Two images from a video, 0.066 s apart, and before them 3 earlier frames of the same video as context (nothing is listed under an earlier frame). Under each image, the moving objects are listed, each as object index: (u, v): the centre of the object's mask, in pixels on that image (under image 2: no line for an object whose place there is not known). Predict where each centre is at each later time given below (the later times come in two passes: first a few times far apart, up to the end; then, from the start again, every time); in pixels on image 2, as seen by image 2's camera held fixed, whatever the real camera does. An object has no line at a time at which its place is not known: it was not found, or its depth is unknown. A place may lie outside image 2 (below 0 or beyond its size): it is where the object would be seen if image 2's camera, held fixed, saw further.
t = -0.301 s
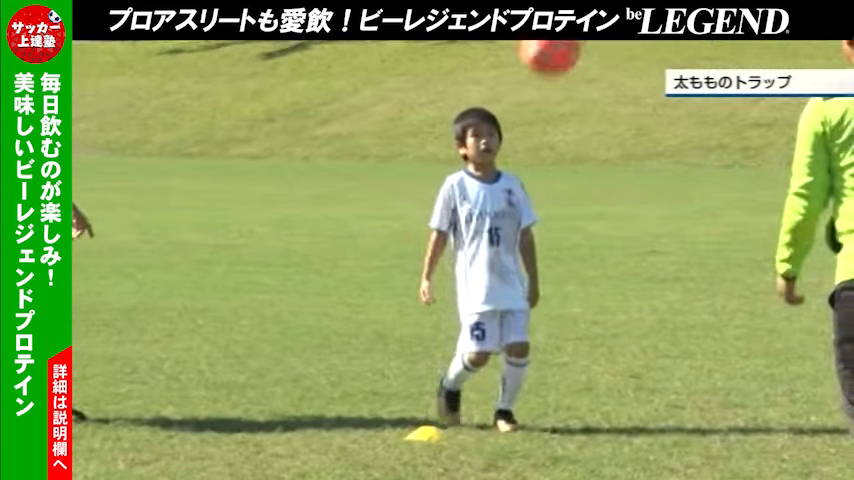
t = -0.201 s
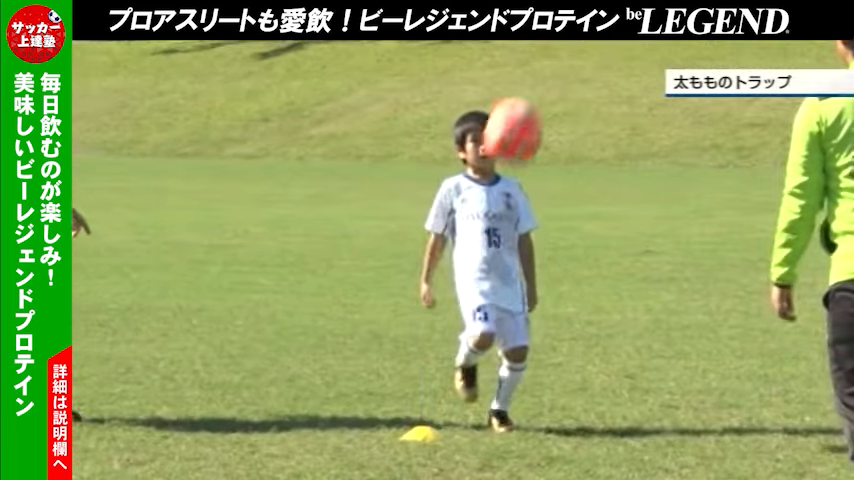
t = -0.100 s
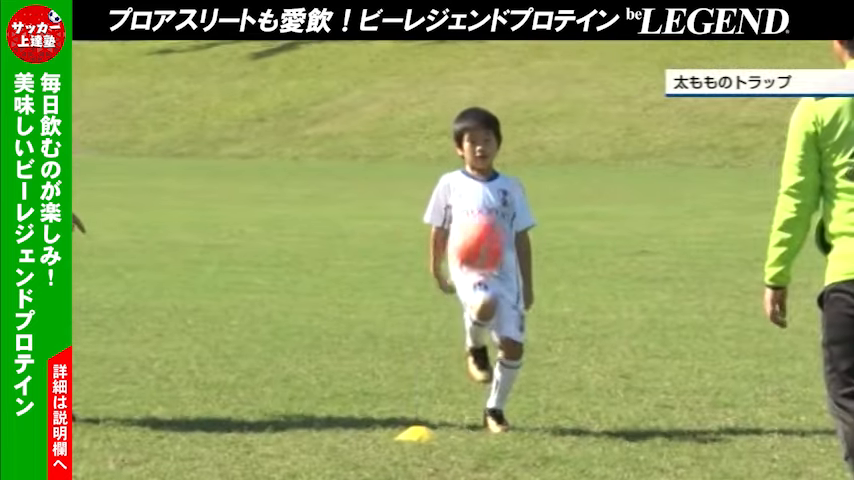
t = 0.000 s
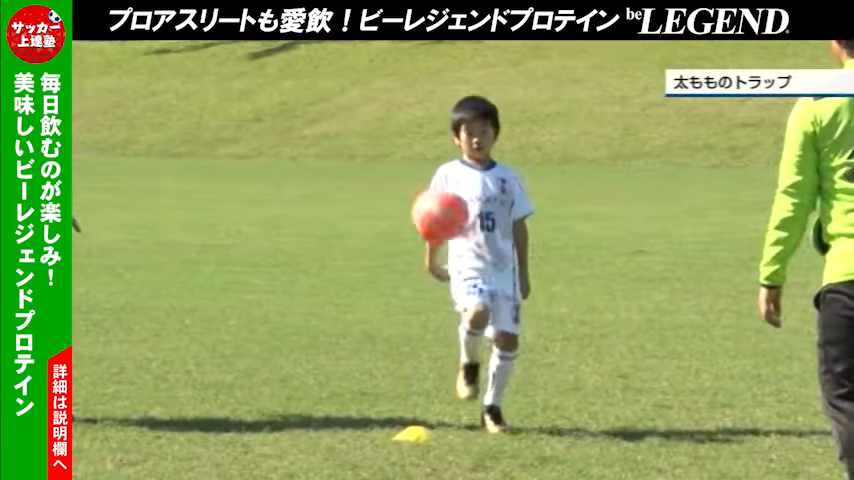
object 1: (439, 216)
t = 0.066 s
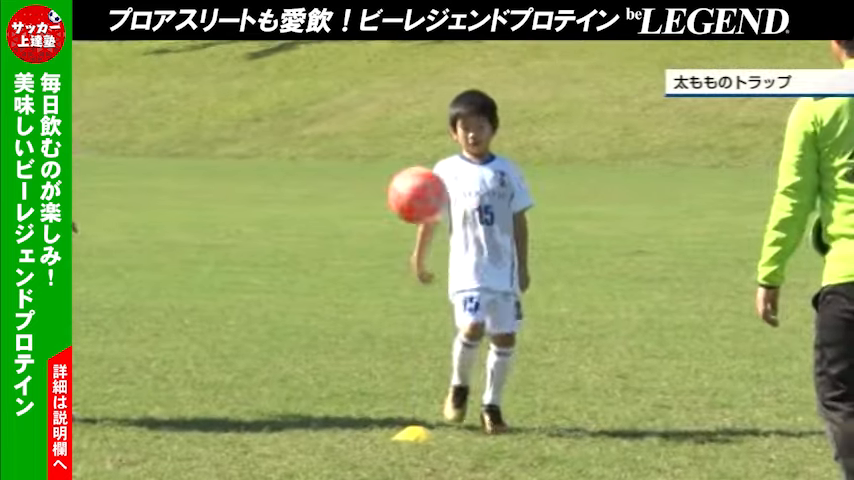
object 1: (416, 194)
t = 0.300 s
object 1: (337, 211)
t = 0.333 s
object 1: (327, 225)
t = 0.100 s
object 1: (404, 188)
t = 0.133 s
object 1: (393, 185)
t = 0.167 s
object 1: (383, 184)
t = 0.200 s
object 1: (371, 186)
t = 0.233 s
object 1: (360, 192)
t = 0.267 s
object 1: (349, 200)
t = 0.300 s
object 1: (337, 211)
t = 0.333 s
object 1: (327, 225)
